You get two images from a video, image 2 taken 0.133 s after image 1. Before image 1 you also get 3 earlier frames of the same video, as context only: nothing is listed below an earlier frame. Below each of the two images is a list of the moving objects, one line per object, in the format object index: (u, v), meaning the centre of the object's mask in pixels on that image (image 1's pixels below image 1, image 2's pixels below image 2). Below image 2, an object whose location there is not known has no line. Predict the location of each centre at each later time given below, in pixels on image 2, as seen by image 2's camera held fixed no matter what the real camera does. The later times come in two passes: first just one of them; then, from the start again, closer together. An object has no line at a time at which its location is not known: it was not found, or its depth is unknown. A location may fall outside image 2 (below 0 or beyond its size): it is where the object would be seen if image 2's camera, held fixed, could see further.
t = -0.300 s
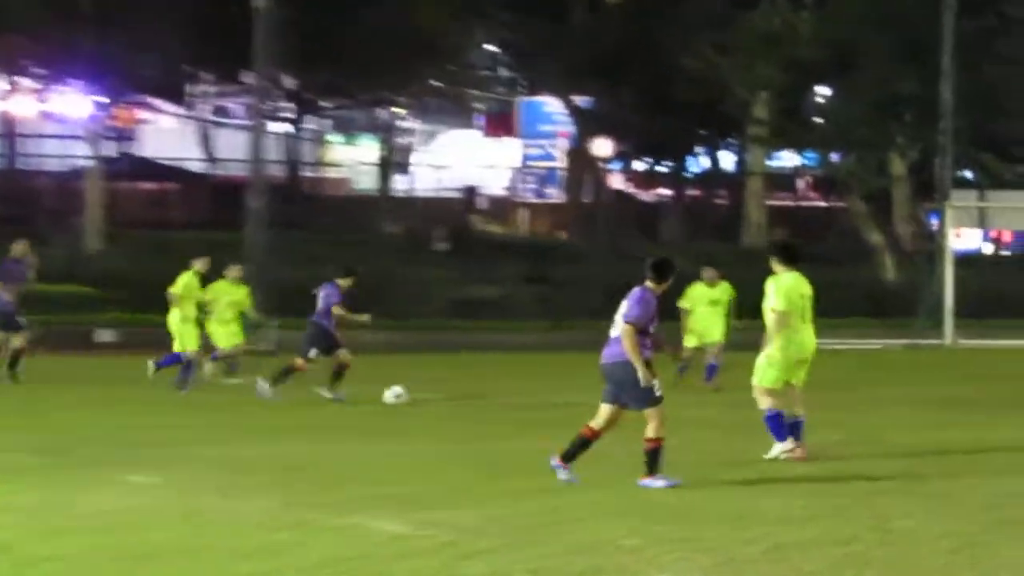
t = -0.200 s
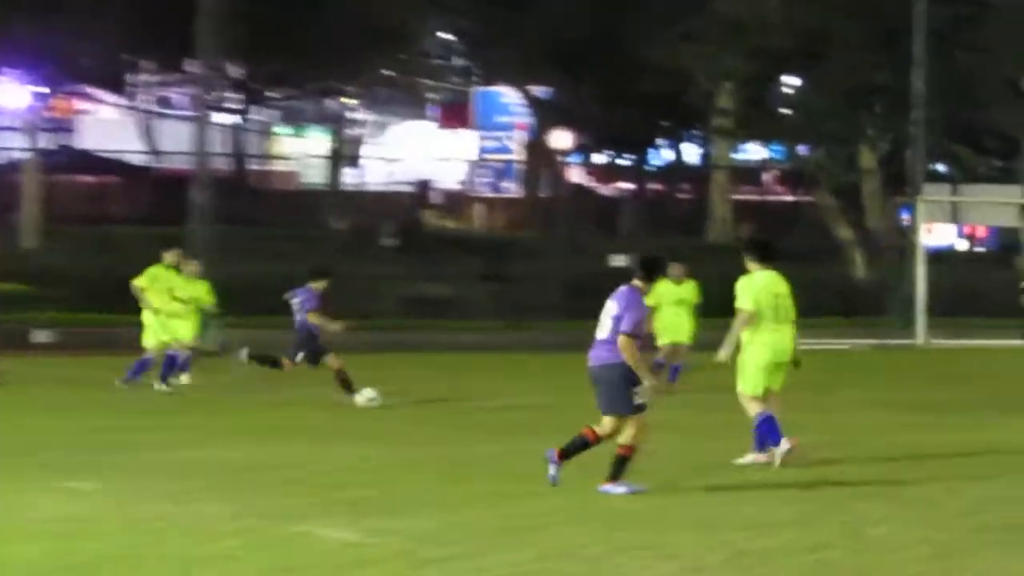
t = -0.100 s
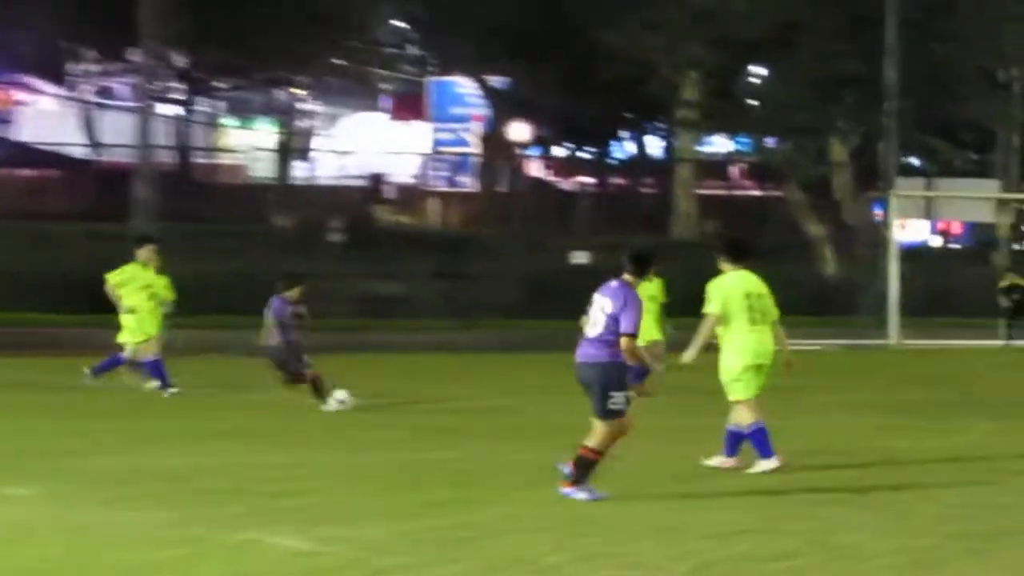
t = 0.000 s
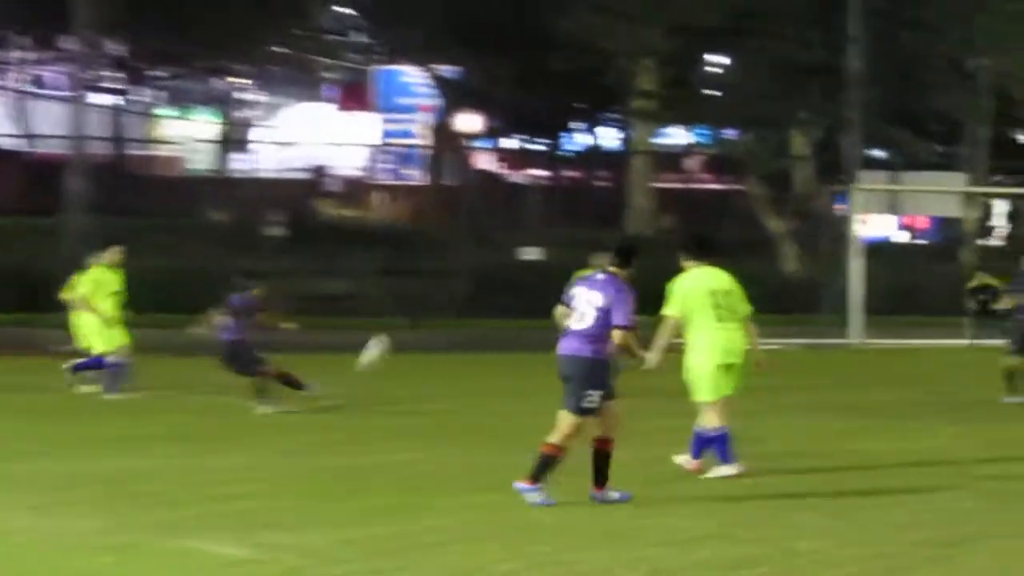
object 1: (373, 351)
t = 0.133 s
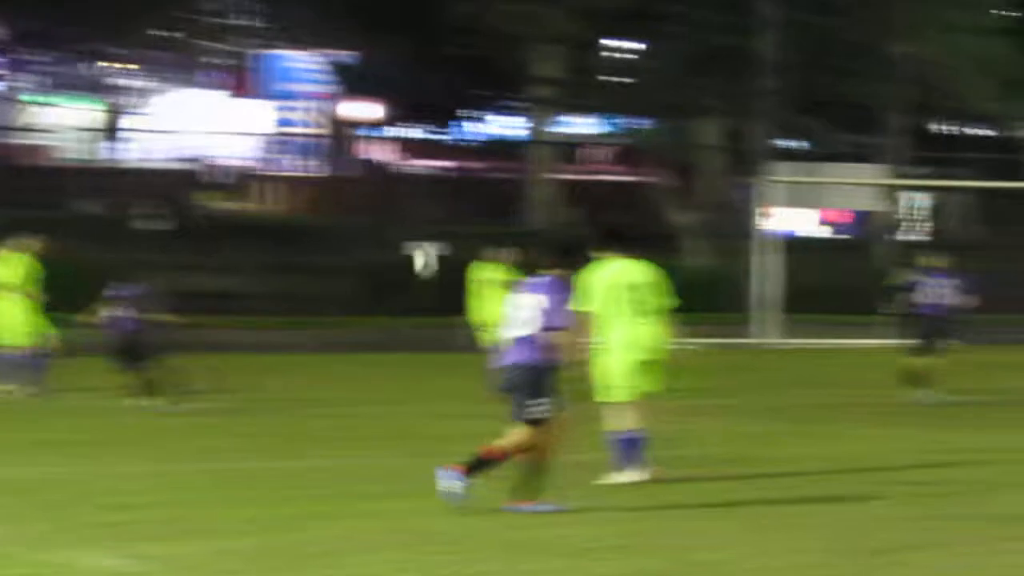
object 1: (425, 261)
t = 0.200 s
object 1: (496, 223)
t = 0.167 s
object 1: (460, 241)
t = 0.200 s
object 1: (496, 223)
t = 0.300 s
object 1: (594, 176)
